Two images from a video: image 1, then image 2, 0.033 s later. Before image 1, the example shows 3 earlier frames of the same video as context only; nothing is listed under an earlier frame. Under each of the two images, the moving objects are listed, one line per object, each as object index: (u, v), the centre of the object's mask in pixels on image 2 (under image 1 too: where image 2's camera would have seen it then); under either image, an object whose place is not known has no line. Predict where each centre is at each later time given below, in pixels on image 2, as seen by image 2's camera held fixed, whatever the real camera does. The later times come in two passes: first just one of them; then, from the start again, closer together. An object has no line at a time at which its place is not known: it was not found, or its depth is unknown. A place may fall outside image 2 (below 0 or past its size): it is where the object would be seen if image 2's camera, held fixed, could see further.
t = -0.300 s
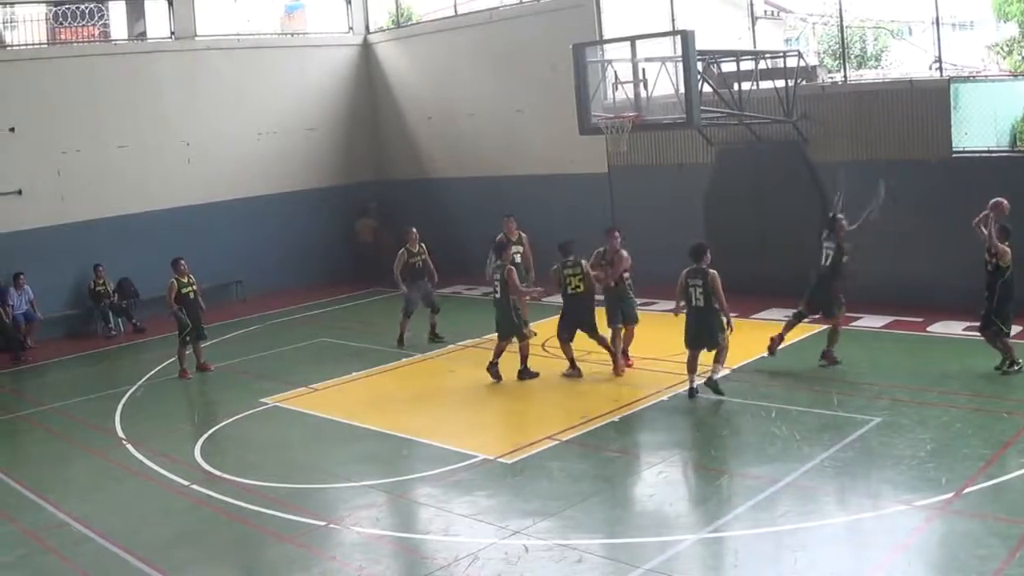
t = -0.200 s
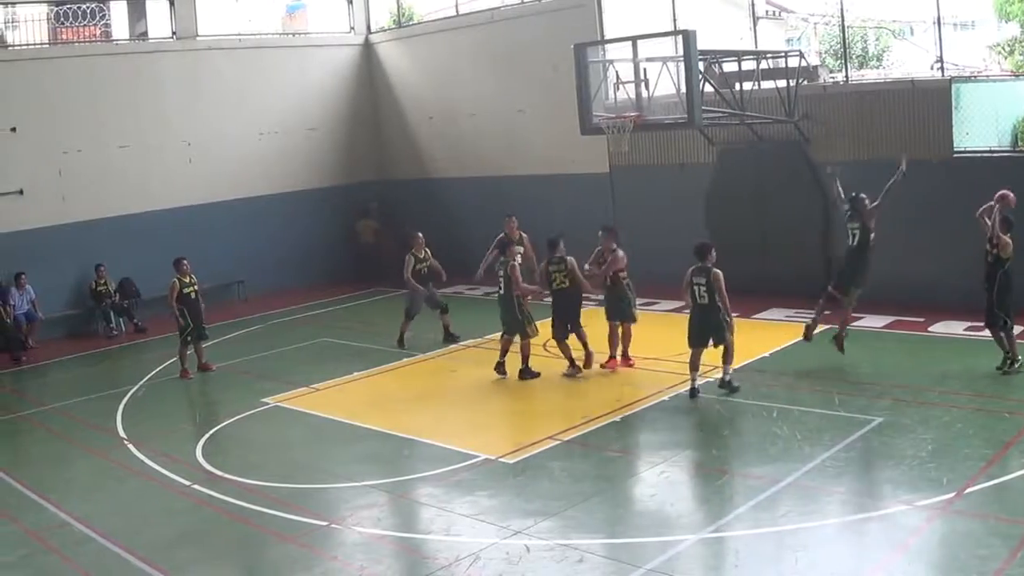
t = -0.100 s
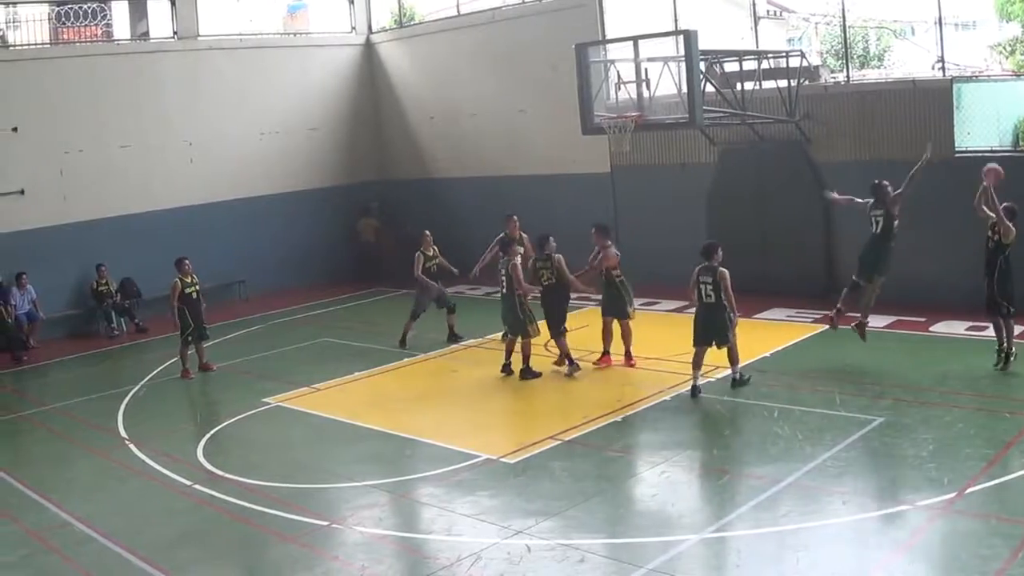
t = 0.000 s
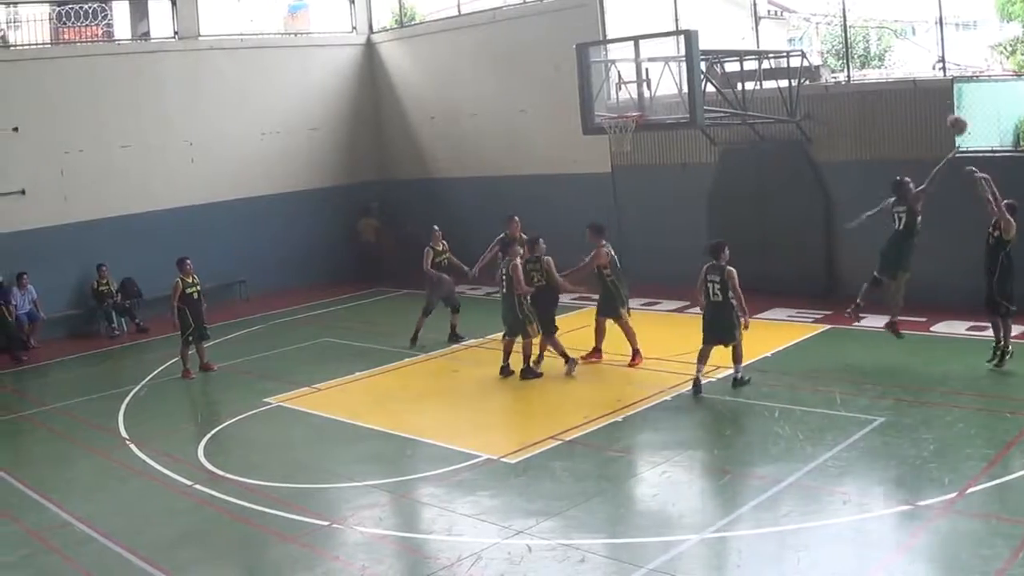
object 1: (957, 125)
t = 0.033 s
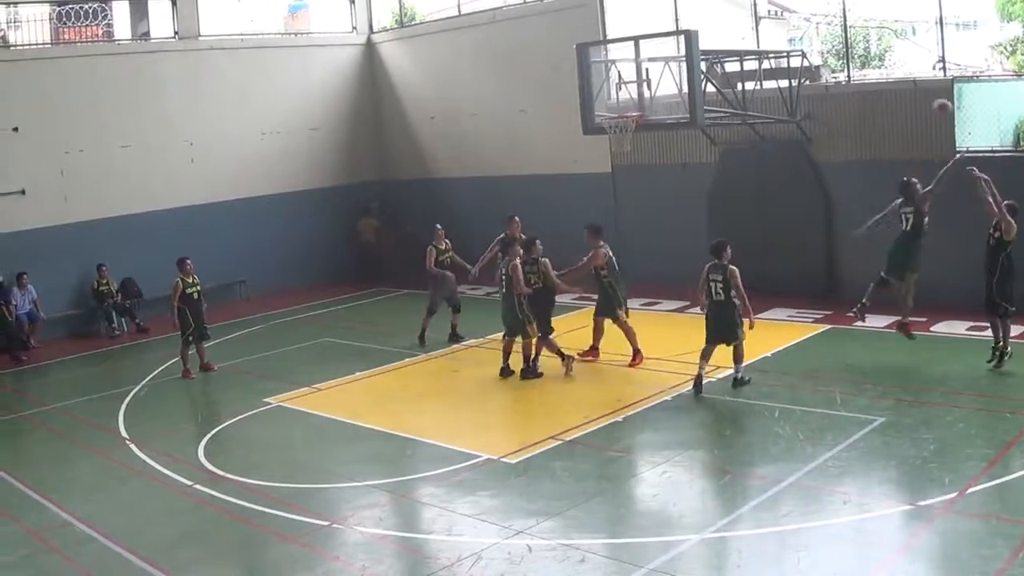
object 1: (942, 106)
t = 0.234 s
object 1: (862, 44)
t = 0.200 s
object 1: (876, 53)
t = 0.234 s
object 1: (862, 44)
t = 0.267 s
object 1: (848, 36)
